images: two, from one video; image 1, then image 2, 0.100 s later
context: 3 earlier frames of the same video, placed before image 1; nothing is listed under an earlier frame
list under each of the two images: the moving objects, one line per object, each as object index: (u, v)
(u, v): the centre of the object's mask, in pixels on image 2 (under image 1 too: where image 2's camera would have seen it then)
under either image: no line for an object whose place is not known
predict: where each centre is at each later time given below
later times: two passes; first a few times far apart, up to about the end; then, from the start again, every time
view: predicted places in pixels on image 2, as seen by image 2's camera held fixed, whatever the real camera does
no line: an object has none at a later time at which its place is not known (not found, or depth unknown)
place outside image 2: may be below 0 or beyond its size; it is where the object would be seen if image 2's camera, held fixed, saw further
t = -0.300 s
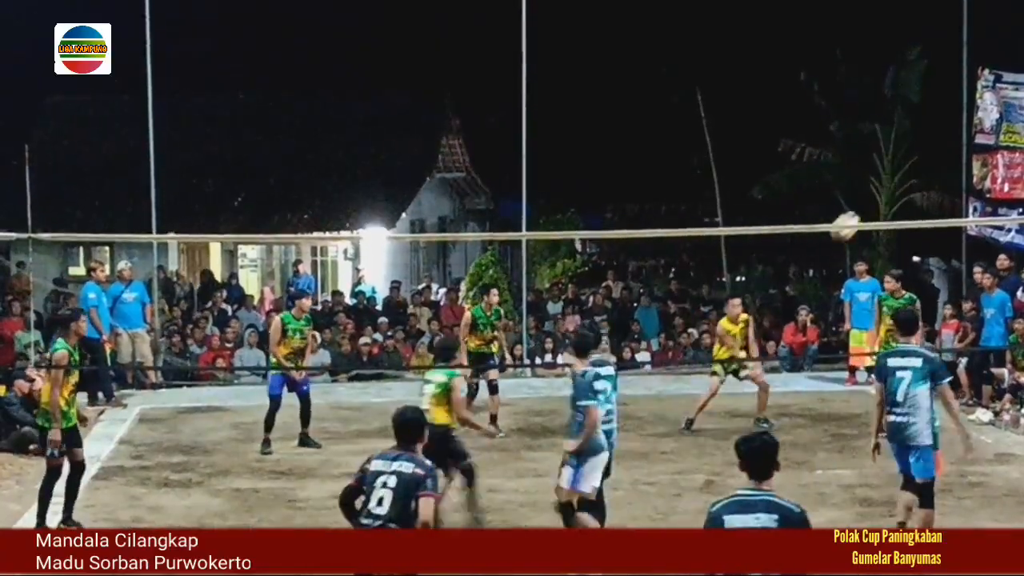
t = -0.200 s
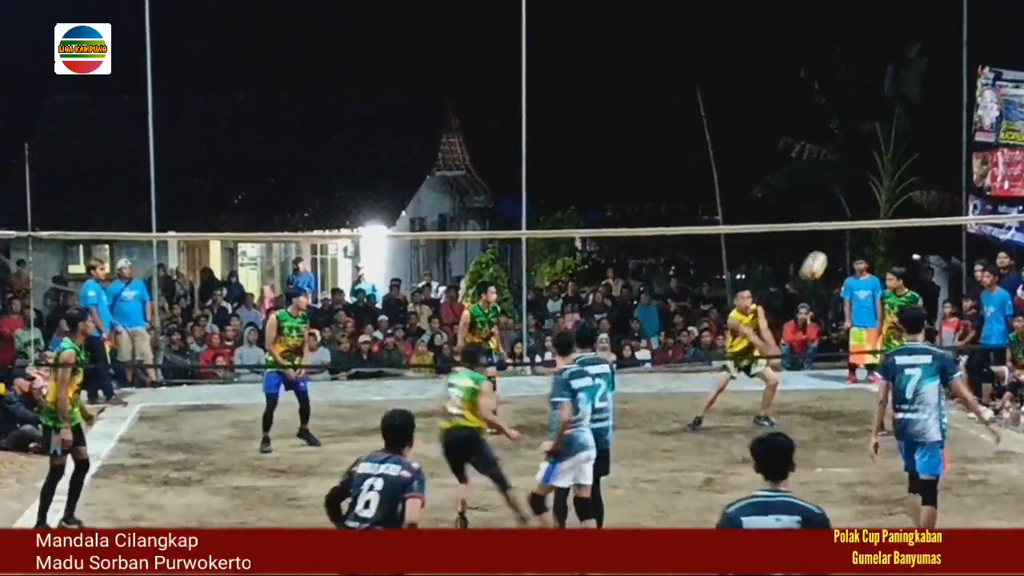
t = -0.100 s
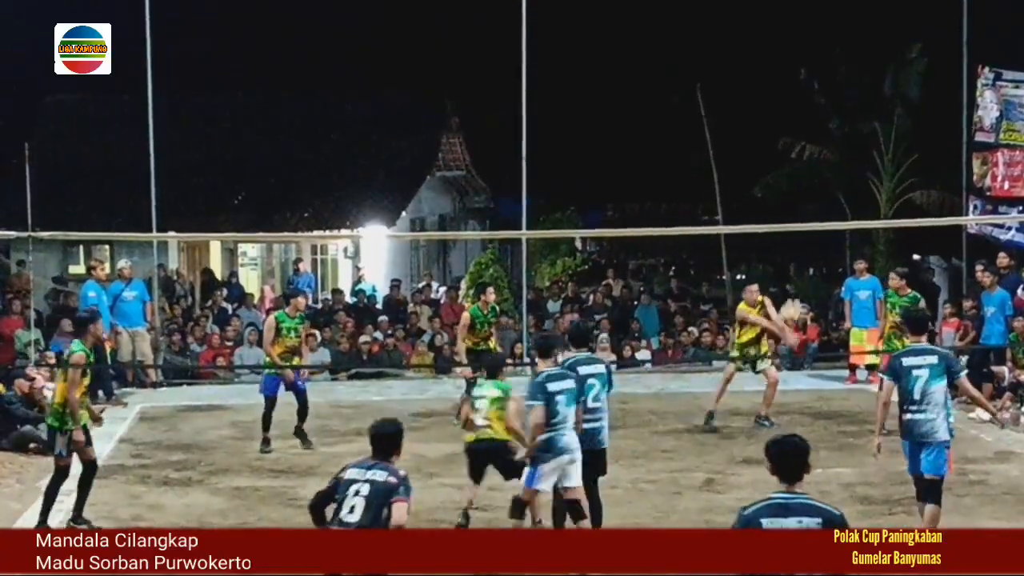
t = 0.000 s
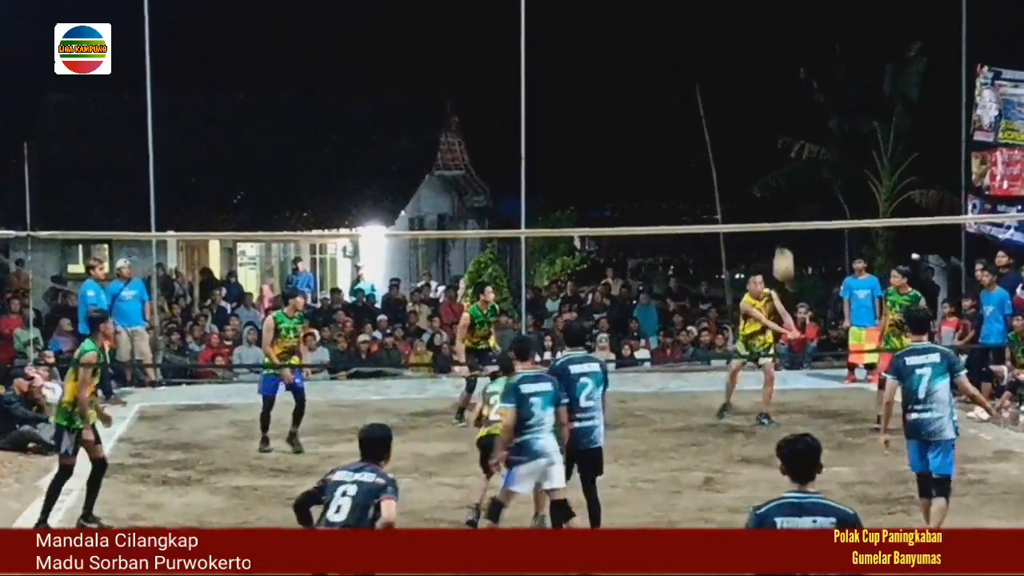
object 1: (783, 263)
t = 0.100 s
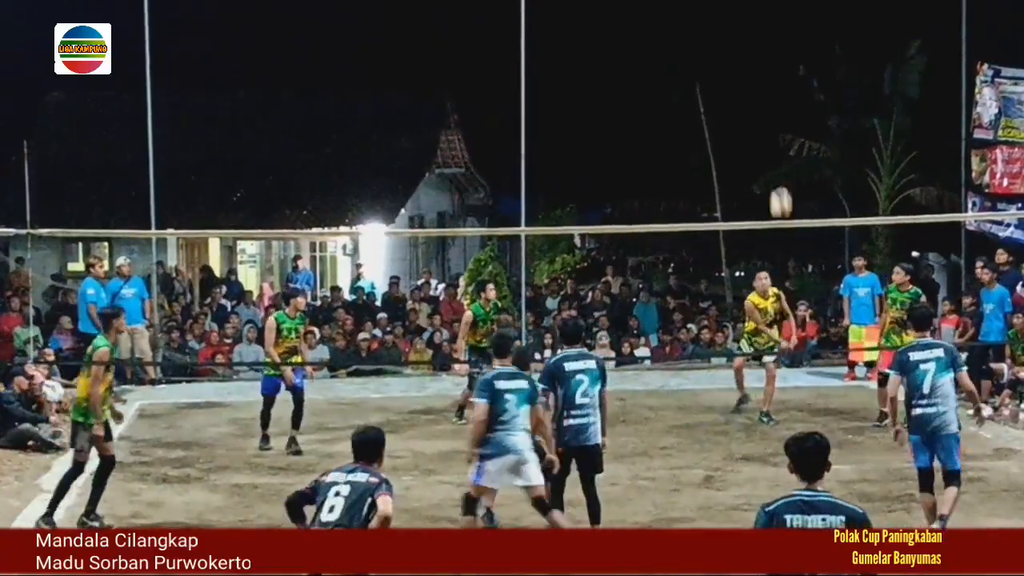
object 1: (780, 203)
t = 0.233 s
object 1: (777, 138)
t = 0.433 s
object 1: (769, 64)
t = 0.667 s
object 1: (759, 25)
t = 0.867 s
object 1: (749, 36)
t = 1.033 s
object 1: (740, 81)
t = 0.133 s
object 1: (780, 186)
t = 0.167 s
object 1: (779, 169)
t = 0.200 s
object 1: (778, 152)
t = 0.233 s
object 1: (777, 138)
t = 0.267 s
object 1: (776, 123)
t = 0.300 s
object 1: (774, 109)
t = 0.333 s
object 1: (773, 96)
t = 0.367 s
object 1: (772, 85)
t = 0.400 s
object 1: (770, 74)
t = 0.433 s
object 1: (769, 64)
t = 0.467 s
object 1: (768, 56)
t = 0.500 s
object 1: (767, 48)
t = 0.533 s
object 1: (765, 41)
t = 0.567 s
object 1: (763, 35)
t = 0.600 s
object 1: (762, 30)
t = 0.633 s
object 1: (760, 27)
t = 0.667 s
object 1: (759, 25)
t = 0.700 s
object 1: (757, 24)
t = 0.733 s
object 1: (756, 24)
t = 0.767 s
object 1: (754, 25)
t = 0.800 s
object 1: (752, 27)
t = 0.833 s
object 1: (750, 31)
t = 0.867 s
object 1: (749, 36)
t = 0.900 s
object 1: (747, 41)
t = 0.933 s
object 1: (745, 50)
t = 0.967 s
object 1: (744, 59)
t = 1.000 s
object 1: (742, 69)
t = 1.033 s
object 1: (740, 81)
